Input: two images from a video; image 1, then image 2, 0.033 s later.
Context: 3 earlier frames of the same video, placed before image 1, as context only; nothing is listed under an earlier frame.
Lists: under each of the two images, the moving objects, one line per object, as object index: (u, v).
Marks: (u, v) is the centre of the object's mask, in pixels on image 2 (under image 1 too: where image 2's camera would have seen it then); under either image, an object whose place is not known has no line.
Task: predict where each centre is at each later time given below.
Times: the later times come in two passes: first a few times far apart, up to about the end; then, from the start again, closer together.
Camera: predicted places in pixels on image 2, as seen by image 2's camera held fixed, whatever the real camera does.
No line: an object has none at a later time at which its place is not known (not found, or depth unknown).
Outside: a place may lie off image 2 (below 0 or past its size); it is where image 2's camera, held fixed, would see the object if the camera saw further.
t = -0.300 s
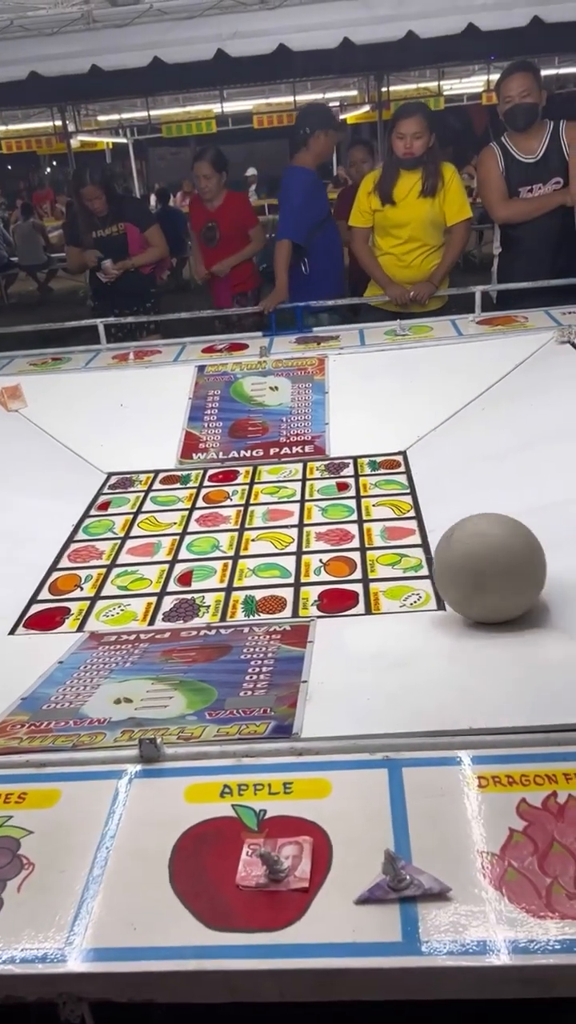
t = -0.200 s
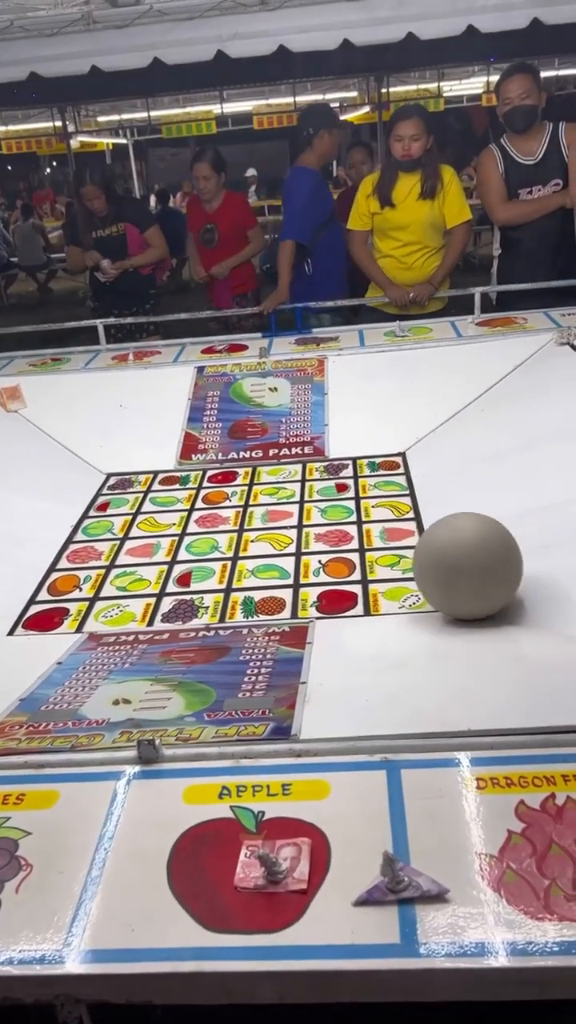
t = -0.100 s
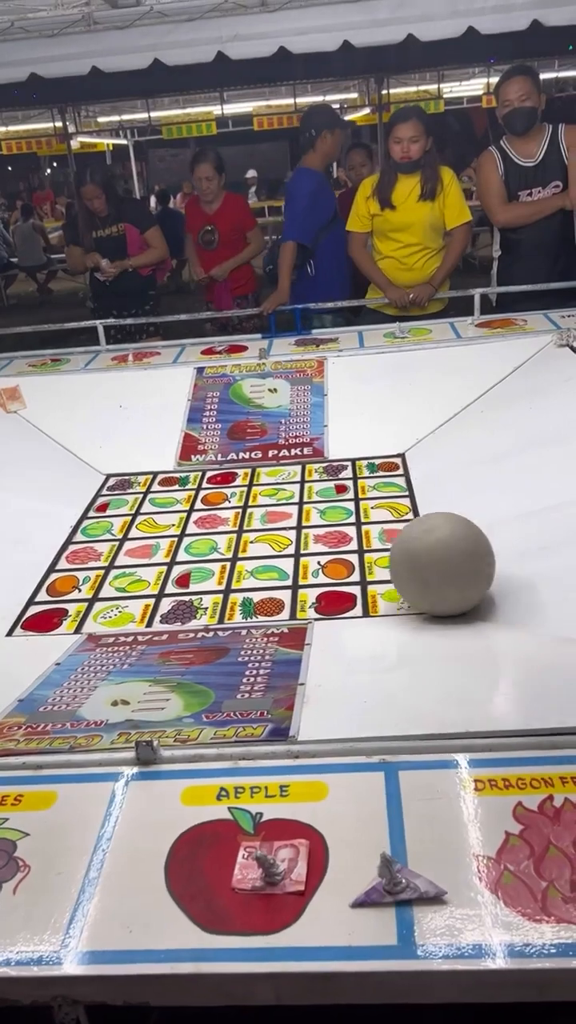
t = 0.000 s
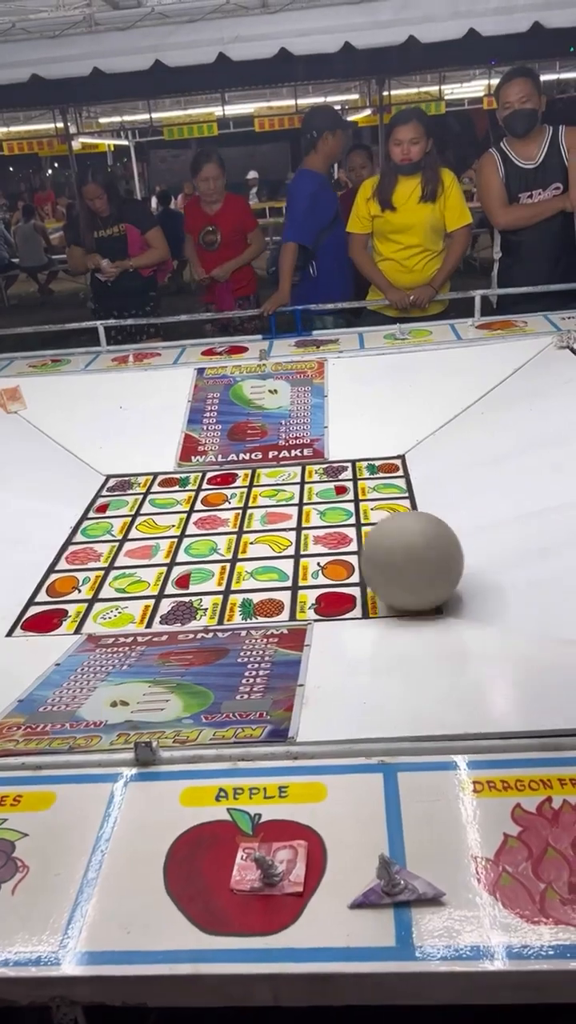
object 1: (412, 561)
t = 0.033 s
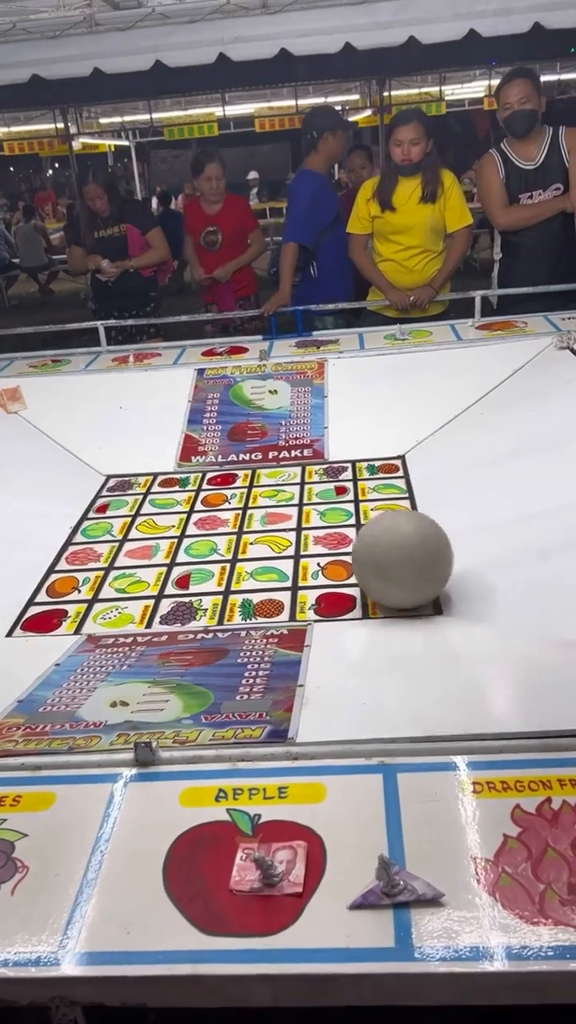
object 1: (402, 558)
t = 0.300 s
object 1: (327, 537)
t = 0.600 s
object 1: (259, 514)
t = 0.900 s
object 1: (207, 496)
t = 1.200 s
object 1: (157, 481)
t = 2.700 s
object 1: (167, 450)
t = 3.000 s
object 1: (200, 459)
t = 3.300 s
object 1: (241, 468)
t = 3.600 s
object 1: (290, 476)
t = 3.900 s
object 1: (338, 485)
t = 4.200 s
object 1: (388, 487)
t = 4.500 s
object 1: (430, 485)
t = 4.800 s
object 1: (417, 495)
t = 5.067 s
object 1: (371, 503)
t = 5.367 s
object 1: (320, 509)
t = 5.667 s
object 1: (265, 514)
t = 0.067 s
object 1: (392, 555)
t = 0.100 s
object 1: (382, 550)
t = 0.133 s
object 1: (373, 549)
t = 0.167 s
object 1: (363, 545)
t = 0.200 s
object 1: (354, 543)
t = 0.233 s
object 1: (345, 540)
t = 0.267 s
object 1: (336, 539)
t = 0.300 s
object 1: (327, 537)
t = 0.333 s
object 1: (319, 533)
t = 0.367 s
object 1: (310, 531)
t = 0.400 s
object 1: (302, 528)
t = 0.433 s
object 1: (294, 524)
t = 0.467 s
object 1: (286, 522)
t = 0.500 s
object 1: (279, 520)
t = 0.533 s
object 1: (272, 517)
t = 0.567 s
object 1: (265, 516)
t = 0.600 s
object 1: (259, 514)
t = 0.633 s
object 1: (252, 512)
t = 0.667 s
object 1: (246, 510)
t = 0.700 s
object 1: (240, 507)
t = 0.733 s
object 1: (234, 505)
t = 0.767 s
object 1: (229, 503)
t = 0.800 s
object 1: (224, 501)
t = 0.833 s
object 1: (218, 499)
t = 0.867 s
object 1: (212, 498)
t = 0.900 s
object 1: (207, 496)
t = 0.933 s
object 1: (201, 495)
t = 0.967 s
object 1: (196, 494)
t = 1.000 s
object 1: (190, 492)
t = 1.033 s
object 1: (185, 490)
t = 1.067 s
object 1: (179, 488)
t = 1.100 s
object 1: (174, 486)
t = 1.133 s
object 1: (169, 486)
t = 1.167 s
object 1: (163, 484)
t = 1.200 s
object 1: (157, 481)
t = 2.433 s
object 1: (138, 439)
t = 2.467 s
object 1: (142, 440)
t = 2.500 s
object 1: (146, 441)
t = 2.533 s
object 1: (149, 442)
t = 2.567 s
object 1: (153, 443)
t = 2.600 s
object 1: (156, 446)
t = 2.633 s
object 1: (160, 447)
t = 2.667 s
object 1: (163, 449)
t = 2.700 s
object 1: (167, 450)
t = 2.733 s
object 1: (170, 451)
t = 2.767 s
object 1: (173, 452)
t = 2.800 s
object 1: (177, 453)
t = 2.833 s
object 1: (180, 455)
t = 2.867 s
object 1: (184, 455)
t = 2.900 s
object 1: (187, 456)
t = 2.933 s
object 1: (192, 457)
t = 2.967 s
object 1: (196, 458)
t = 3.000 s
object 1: (200, 459)
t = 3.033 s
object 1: (204, 461)
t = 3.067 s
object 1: (209, 462)
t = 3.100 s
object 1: (213, 463)
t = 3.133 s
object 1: (218, 464)
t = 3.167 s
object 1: (222, 465)
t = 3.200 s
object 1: (227, 466)
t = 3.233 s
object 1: (232, 467)
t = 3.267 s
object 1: (237, 467)
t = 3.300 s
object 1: (241, 468)
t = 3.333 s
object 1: (247, 469)
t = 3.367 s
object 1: (252, 470)
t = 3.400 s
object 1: (257, 470)
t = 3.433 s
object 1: (262, 471)
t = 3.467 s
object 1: (268, 472)
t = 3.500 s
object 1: (273, 473)
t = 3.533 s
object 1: (278, 474)
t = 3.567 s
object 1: (284, 475)
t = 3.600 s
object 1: (290, 476)
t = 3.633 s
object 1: (294, 477)
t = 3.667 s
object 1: (299, 478)
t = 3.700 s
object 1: (305, 479)
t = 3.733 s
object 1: (310, 481)
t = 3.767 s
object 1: (316, 481)
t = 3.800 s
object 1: (321, 482)
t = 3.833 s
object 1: (327, 483)
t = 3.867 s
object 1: (332, 484)
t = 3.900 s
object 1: (338, 485)
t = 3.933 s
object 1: (344, 485)
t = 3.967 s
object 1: (349, 485)
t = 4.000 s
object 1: (354, 485)
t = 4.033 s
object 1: (360, 485)
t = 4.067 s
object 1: (365, 486)
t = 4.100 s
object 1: (371, 486)
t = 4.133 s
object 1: (377, 486)
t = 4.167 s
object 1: (382, 486)
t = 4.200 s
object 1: (388, 487)
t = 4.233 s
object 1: (394, 487)
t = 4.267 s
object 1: (400, 487)
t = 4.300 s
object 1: (406, 488)
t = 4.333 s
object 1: (412, 487)
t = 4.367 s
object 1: (417, 486)
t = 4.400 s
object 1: (421, 486)
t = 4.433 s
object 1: (425, 485)
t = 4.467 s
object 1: (428, 485)
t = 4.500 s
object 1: (430, 485)
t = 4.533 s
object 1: (431, 485)
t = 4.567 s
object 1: (432, 486)
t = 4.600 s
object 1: (432, 486)
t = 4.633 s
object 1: (432, 487)
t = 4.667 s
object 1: (430, 488)
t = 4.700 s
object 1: (428, 489)
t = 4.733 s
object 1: (425, 491)
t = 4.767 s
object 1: (421, 493)
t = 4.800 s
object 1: (417, 495)
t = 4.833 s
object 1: (412, 497)
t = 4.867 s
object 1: (406, 499)
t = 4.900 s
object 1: (400, 500)
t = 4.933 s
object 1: (394, 501)
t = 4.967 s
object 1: (388, 501)
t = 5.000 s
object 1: (382, 502)
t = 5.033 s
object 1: (376, 502)
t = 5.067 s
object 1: (371, 503)
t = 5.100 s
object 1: (365, 503)
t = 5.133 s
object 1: (360, 503)
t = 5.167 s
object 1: (354, 504)
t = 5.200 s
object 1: (349, 505)
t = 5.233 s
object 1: (344, 506)
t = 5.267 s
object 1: (338, 507)
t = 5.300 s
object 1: (332, 508)
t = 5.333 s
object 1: (326, 508)
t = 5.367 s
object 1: (320, 509)
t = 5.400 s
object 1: (314, 509)
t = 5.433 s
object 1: (307, 509)
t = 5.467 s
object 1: (302, 510)
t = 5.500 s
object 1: (296, 510)
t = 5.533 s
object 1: (290, 510)
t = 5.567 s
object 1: (284, 511)
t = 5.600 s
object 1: (278, 512)
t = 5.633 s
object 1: (272, 513)
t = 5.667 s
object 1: (265, 514)
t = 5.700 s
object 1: (259, 514)
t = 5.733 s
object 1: (252, 514)
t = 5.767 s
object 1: (246, 515)
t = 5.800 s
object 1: (239, 515)
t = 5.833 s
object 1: (233, 515)
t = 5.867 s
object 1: (228, 515)
